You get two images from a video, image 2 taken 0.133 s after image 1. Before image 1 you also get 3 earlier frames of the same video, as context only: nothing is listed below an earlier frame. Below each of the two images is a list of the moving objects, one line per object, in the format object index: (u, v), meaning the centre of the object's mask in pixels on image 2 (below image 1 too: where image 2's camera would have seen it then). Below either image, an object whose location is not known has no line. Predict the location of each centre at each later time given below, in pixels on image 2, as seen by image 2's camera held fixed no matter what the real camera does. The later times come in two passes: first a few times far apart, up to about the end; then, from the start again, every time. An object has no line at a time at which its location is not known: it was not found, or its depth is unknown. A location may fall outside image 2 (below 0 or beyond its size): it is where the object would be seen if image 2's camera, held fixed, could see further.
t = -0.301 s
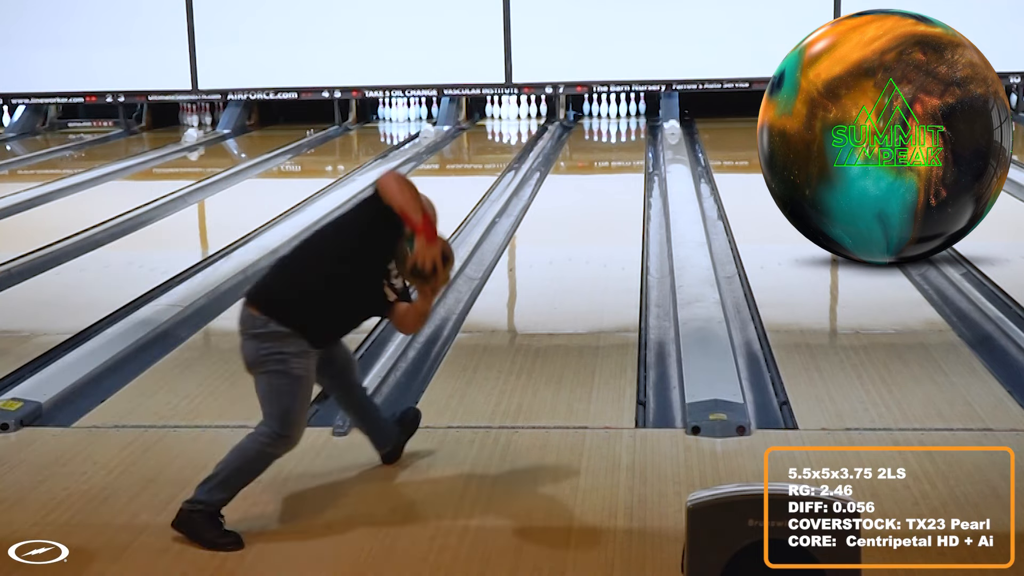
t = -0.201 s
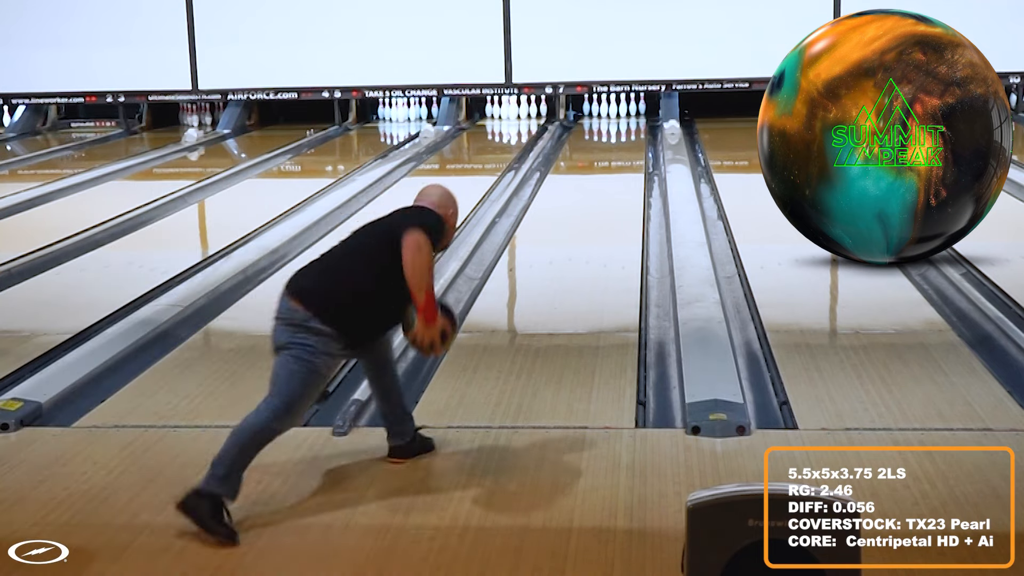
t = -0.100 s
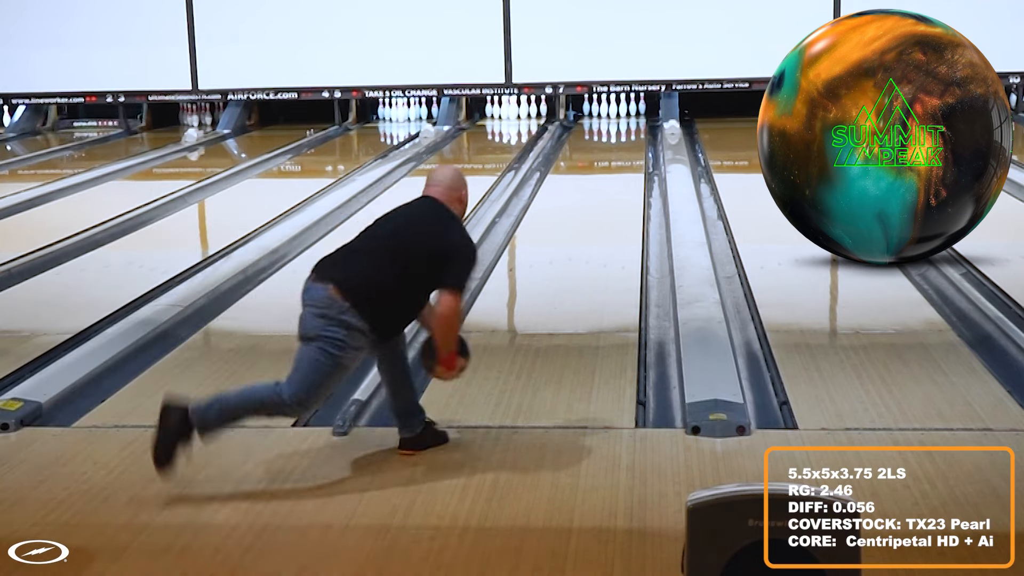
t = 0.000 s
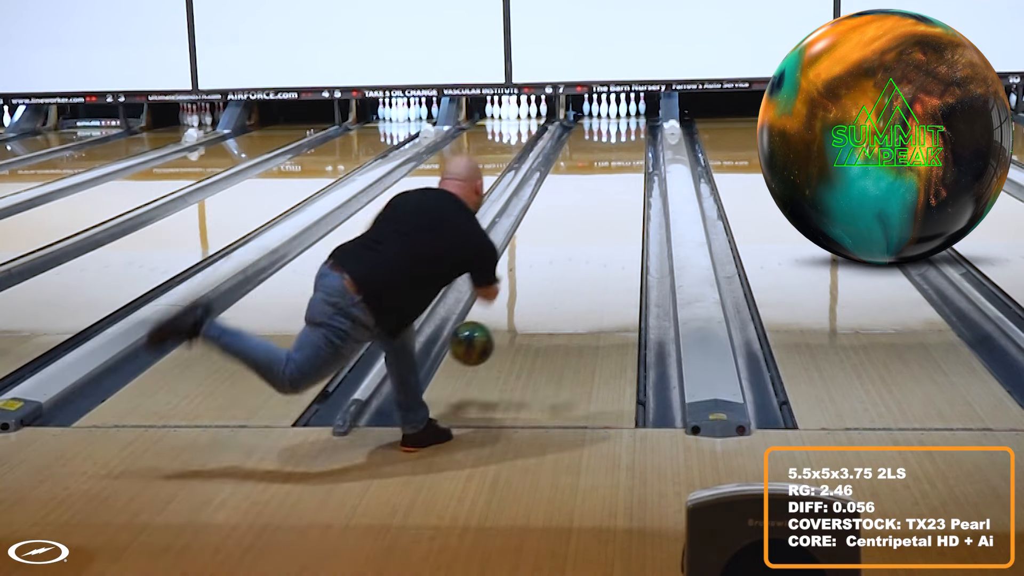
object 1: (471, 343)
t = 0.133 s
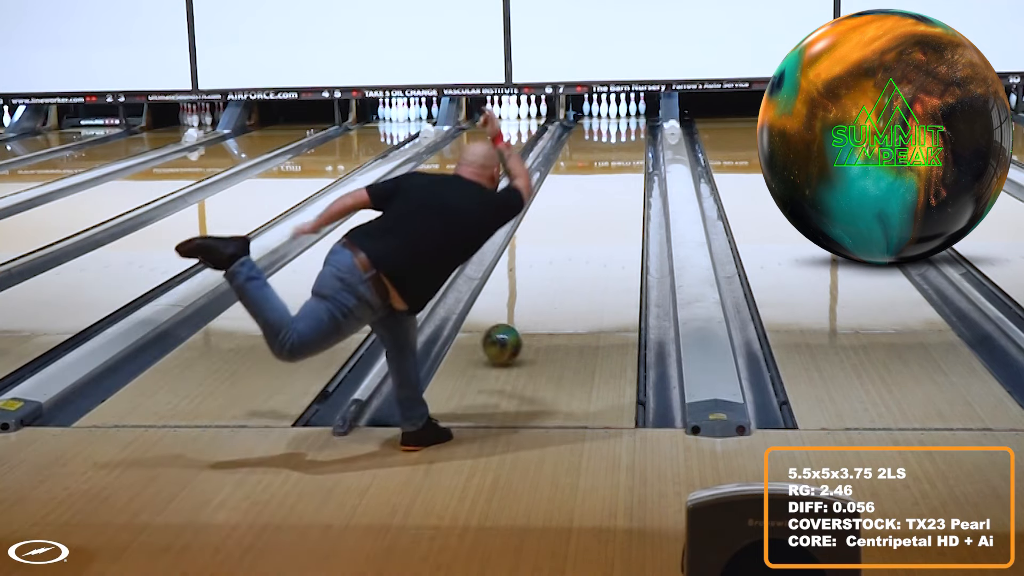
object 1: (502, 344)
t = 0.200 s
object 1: (514, 327)
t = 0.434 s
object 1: (549, 276)
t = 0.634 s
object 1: (570, 242)
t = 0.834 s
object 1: (587, 216)
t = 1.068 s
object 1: (602, 191)
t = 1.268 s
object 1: (612, 173)
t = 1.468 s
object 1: (619, 159)
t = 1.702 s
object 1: (626, 145)
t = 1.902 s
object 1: (629, 136)
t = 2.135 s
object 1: (628, 126)
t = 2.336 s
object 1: (621, 119)
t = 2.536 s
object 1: (614, 113)
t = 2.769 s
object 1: (605, 107)
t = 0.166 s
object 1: (508, 337)
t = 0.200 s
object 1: (514, 327)
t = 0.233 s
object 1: (520, 320)
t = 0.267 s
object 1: (525, 311)
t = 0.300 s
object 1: (530, 303)
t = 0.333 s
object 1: (536, 296)
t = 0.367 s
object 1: (540, 288)
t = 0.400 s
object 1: (545, 282)
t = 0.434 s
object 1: (549, 276)
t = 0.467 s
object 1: (553, 269)
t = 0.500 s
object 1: (556, 263)
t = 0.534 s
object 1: (560, 257)
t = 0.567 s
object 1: (564, 252)
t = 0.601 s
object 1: (567, 247)
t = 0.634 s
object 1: (570, 242)
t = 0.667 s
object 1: (573, 237)
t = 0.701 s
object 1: (576, 232)
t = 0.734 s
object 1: (579, 228)
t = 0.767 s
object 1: (582, 224)
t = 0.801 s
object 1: (584, 220)
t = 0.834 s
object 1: (587, 216)
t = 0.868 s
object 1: (589, 212)
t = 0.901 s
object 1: (592, 208)
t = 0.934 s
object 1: (594, 204)
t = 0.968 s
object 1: (596, 201)
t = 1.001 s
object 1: (598, 197)
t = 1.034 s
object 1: (600, 194)
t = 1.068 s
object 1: (602, 191)
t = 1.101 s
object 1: (604, 187)
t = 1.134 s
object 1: (605, 184)
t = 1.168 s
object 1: (607, 182)
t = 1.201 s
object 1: (608, 178)
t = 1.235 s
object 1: (610, 176)
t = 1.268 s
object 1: (612, 173)
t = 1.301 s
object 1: (613, 171)
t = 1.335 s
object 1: (614, 168)
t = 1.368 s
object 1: (615, 166)
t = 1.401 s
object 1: (617, 163)
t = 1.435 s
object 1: (618, 161)
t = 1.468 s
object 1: (619, 159)
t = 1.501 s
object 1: (620, 157)
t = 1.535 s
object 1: (621, 154)
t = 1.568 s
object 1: (622, 153)
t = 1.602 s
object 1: (624, 151)
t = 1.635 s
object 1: (624, 149)
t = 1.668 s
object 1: (625, 146)
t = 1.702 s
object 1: (626, 145)
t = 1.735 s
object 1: (627, 143)
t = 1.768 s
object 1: (628, 142)
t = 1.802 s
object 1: (628, 140)
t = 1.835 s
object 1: (629, 138)
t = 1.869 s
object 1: (629, 136)
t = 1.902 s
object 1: (629, 136)
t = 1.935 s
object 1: (629, 134)
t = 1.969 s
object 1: (629, 133)
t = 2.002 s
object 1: (628, 131)
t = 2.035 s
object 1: (629, 130)
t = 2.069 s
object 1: (628, 128)
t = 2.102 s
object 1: (627, 127)
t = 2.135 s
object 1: (628, 126)
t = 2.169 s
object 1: (626, 124)
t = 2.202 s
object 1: (625, 124)
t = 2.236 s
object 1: (623, 122)
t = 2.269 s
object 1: (623, 120)
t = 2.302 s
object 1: (622, 119)
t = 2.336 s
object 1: (621, 119)
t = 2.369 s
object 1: (622, 118)
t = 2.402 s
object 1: (620, 117)
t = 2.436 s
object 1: (618, 116)
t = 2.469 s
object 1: (617, 115)
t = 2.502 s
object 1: (615, 114)
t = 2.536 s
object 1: (614, 113)
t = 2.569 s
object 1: (613, 112)
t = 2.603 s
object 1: (614, 112)
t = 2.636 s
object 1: (612, 111)
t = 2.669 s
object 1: (608, 111)
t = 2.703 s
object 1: (608, 109)
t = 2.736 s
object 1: (608, 108)
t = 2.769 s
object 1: (605, 107)
